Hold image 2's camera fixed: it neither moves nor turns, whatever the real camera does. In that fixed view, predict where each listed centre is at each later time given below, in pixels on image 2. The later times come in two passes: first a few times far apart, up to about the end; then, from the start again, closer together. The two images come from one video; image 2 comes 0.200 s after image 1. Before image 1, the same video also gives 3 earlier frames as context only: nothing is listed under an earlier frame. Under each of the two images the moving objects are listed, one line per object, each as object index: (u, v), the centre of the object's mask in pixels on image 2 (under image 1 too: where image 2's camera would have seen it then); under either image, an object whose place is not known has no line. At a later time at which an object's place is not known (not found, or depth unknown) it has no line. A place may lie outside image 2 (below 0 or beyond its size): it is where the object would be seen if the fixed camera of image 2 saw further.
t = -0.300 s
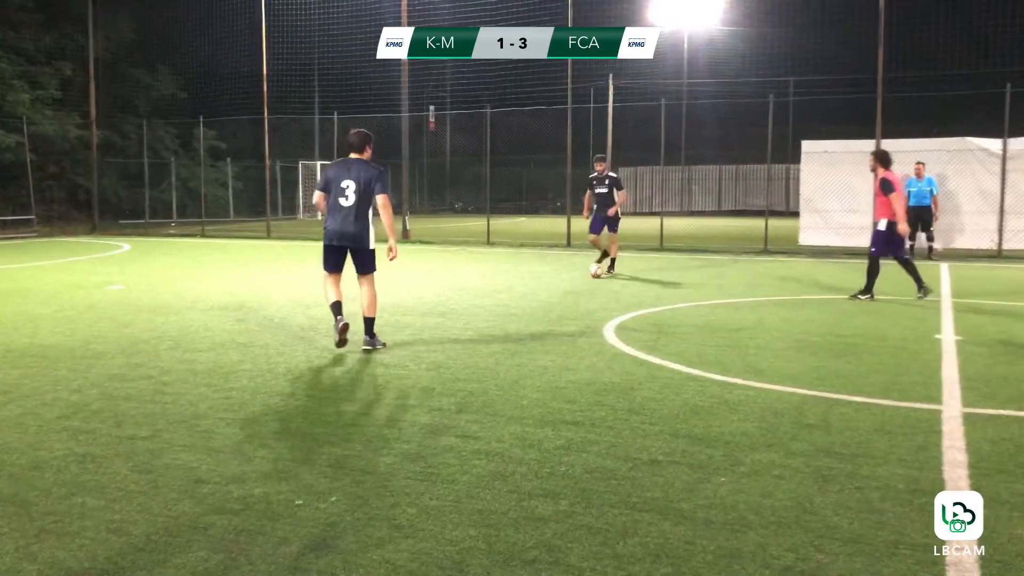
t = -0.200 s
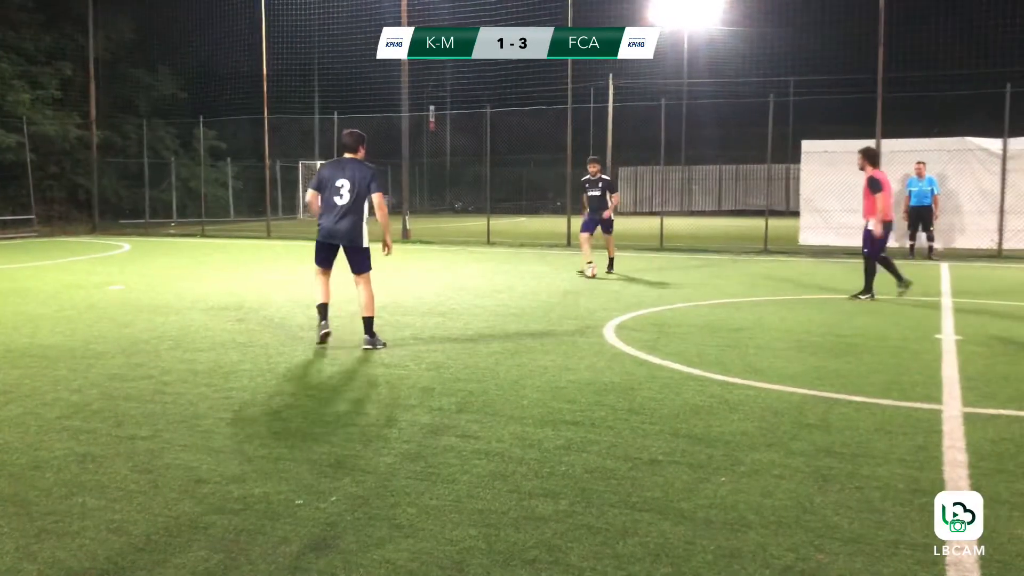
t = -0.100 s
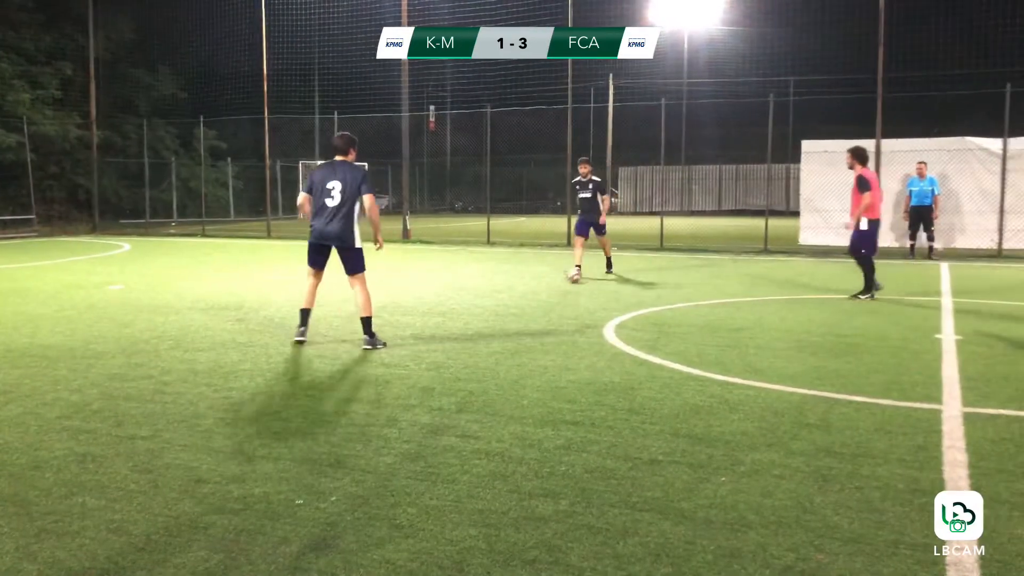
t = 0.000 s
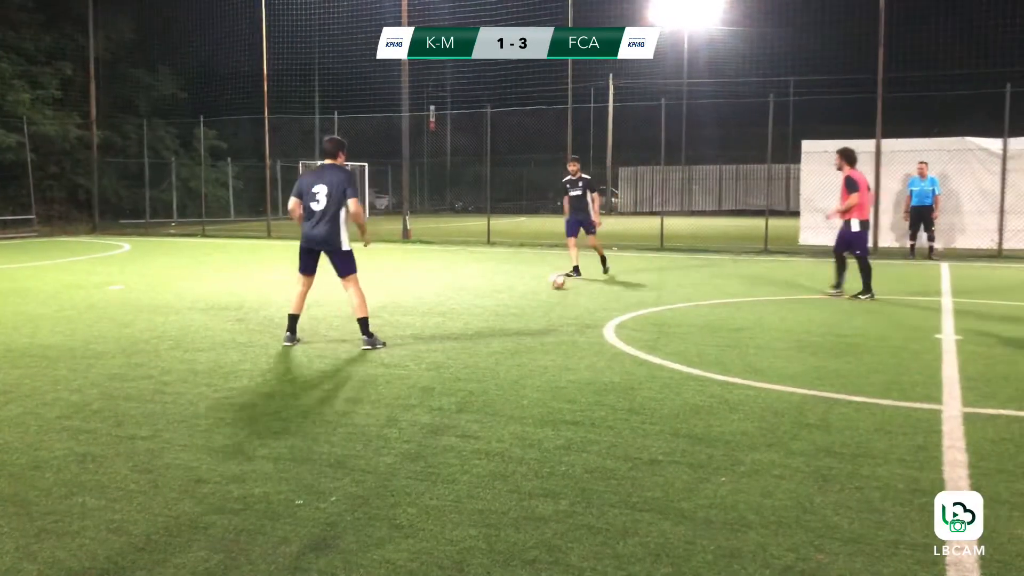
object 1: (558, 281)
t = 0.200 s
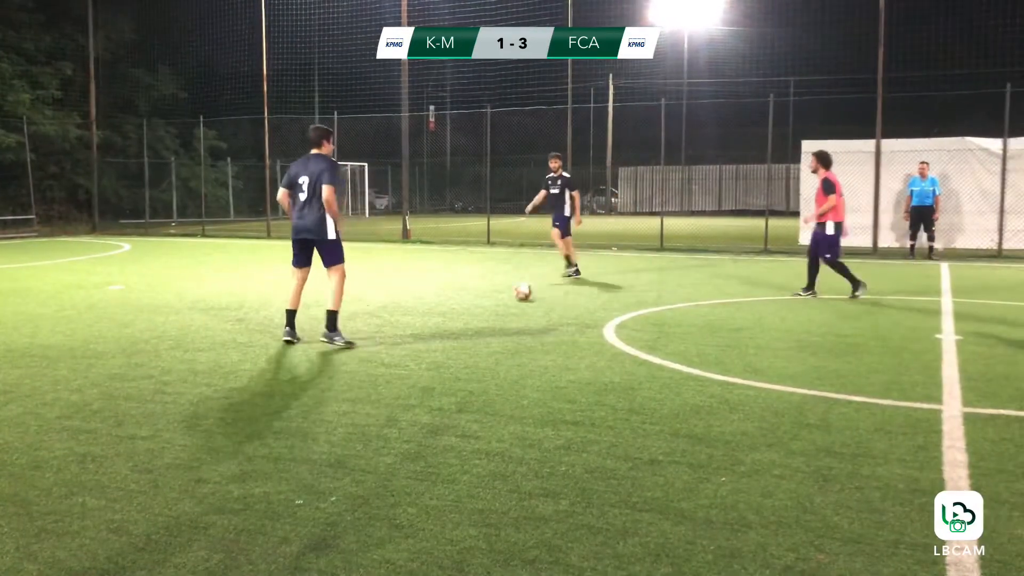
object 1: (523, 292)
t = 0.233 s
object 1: (518, 293)
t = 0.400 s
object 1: (489, 302)
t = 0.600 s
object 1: (457, 312)
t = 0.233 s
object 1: (518, 293)
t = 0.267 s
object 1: (512, 294)
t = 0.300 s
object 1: (507, 296)
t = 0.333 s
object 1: (501, 299)
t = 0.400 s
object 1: (489, 302)
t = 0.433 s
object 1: (485, 303)
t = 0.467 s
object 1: (479, 305)
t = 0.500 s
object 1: (473, 307)
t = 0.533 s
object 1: (469, 309)
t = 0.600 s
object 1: (457, 312)
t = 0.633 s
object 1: (451, 314)
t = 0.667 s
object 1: (446, 315)
